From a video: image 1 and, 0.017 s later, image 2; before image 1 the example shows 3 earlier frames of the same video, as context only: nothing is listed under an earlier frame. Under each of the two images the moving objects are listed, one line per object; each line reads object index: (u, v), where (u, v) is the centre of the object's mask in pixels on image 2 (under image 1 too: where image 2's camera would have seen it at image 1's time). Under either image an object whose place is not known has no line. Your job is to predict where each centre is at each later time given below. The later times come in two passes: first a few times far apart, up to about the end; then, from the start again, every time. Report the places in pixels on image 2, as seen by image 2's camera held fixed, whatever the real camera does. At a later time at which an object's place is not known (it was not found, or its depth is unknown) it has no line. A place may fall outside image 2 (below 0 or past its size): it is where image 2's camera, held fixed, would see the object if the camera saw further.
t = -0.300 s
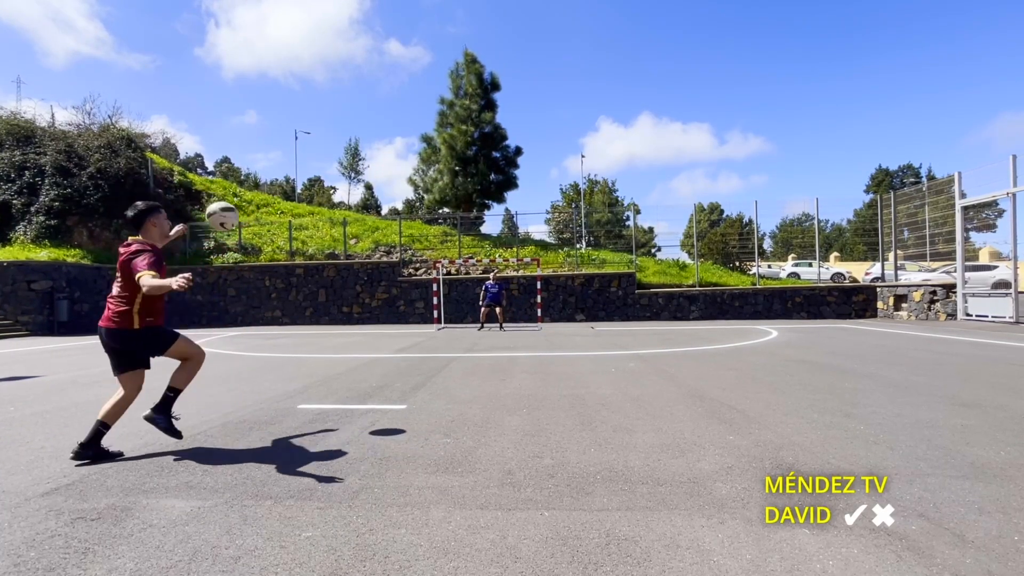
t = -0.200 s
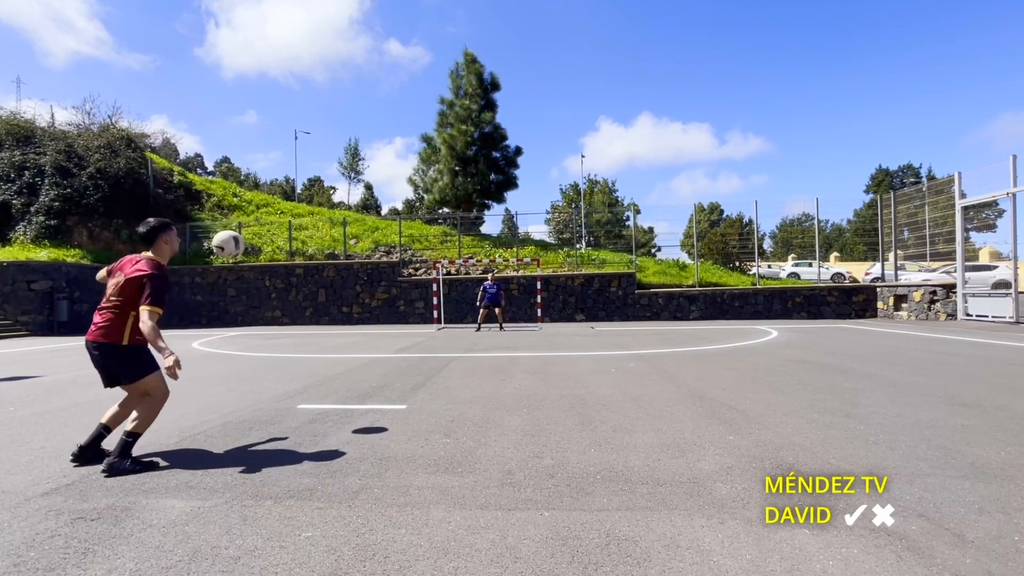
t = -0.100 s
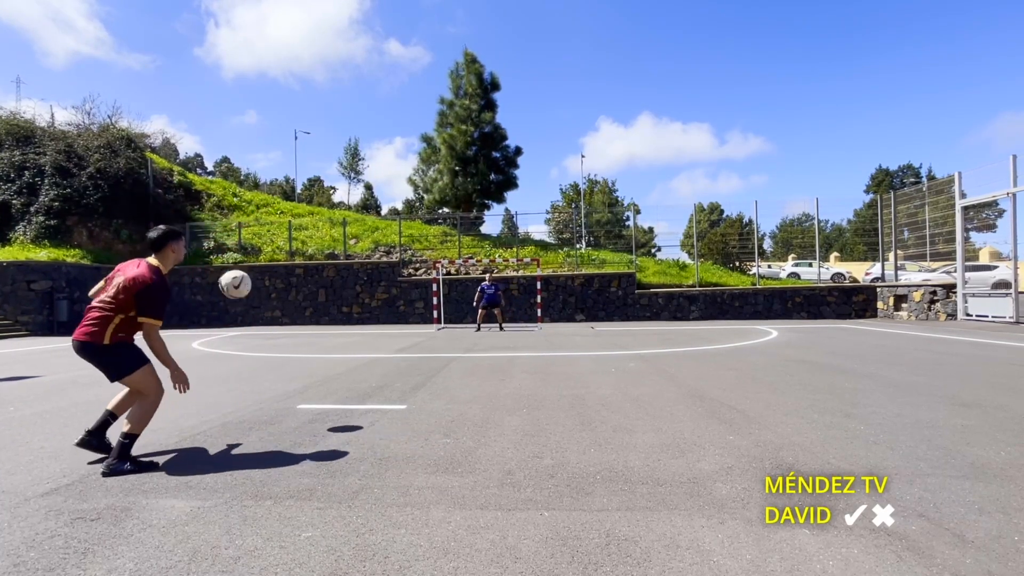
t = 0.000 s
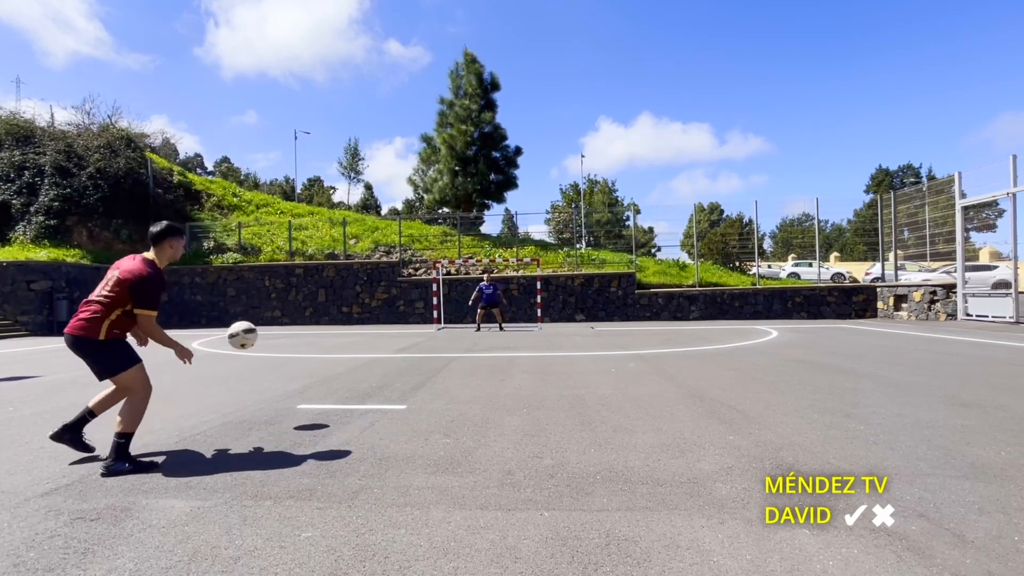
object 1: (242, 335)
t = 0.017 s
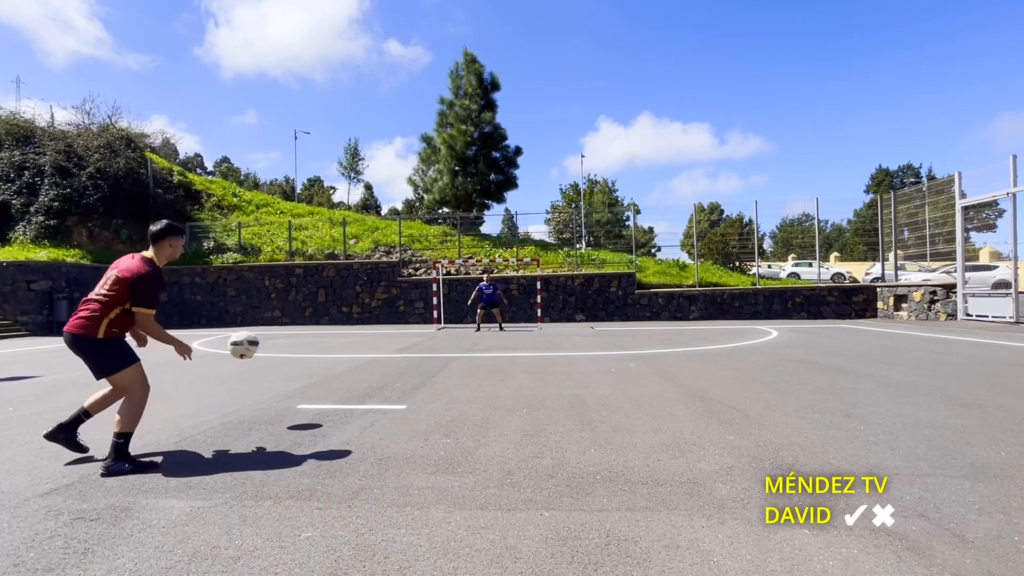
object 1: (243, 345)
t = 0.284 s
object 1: (279, 338)
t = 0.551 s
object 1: (326, 281)
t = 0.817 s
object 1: (371, 305)
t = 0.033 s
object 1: (244, 355)
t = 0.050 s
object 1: (245, 365)
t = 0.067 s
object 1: (246, 375)
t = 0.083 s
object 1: (247, 386)
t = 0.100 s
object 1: (248, 397)
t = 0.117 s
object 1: (249, 408)
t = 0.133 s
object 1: (252, 411)
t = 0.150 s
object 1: (255, 401)
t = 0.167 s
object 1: (258, 392)
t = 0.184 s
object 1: (261, 383)
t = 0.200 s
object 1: (264, 375)
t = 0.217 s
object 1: (267, 367)
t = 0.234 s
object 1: (270, 359)
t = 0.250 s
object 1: (273, 351)
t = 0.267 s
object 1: (276, 345)
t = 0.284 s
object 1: (279, 338)
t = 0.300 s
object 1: (282, 332)
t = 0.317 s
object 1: (285, 326)
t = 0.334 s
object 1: (288, 320)
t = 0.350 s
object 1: (291, 316)
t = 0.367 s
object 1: (294, 311)
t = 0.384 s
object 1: (297, 307)
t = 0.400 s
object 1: (300, 303)
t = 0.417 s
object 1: (303, 299)
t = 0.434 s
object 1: (306, 296)
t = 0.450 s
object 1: (309, 293)
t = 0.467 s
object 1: (312, 290)
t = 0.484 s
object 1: (315, 288)
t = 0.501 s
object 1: (317, 285)
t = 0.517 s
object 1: (320, 284)
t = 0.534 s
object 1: (323, 282)
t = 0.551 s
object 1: (326, 281)
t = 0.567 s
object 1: (329, 280)
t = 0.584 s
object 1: (331, 280)
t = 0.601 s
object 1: (335, 280)
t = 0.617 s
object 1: (338, 280)
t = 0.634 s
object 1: (340, 280)
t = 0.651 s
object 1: (343, 281)
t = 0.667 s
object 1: (346, 282)
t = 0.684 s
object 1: (349, 283)
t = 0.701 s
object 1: (351, 285)
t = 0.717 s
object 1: (354, 287)
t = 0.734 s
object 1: (357, 289)
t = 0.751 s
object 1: (360, 292)
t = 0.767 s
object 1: (363, 295)
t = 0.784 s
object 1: (366, 298)
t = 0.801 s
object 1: (369, 301)
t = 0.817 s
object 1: (371, 305)
